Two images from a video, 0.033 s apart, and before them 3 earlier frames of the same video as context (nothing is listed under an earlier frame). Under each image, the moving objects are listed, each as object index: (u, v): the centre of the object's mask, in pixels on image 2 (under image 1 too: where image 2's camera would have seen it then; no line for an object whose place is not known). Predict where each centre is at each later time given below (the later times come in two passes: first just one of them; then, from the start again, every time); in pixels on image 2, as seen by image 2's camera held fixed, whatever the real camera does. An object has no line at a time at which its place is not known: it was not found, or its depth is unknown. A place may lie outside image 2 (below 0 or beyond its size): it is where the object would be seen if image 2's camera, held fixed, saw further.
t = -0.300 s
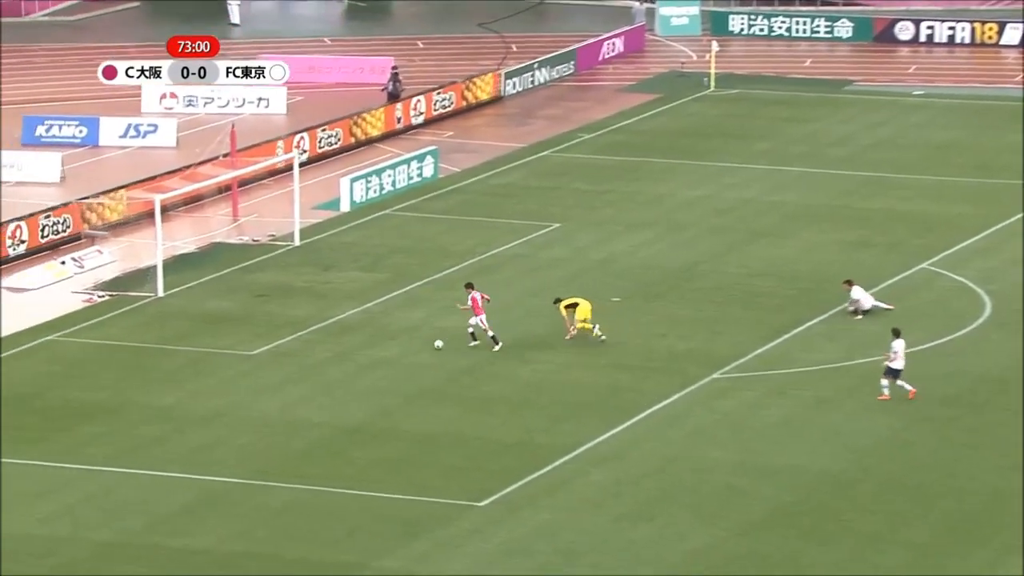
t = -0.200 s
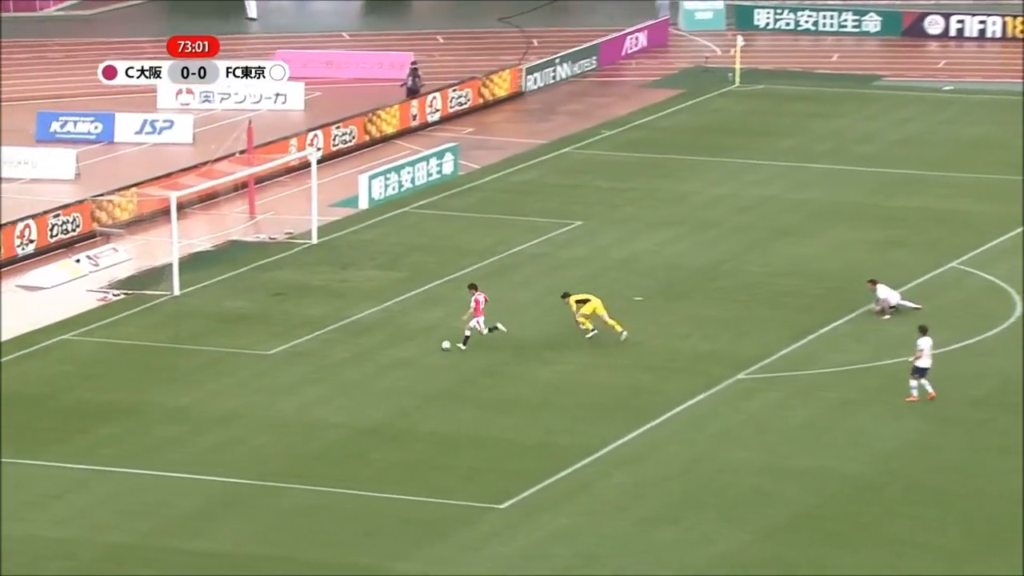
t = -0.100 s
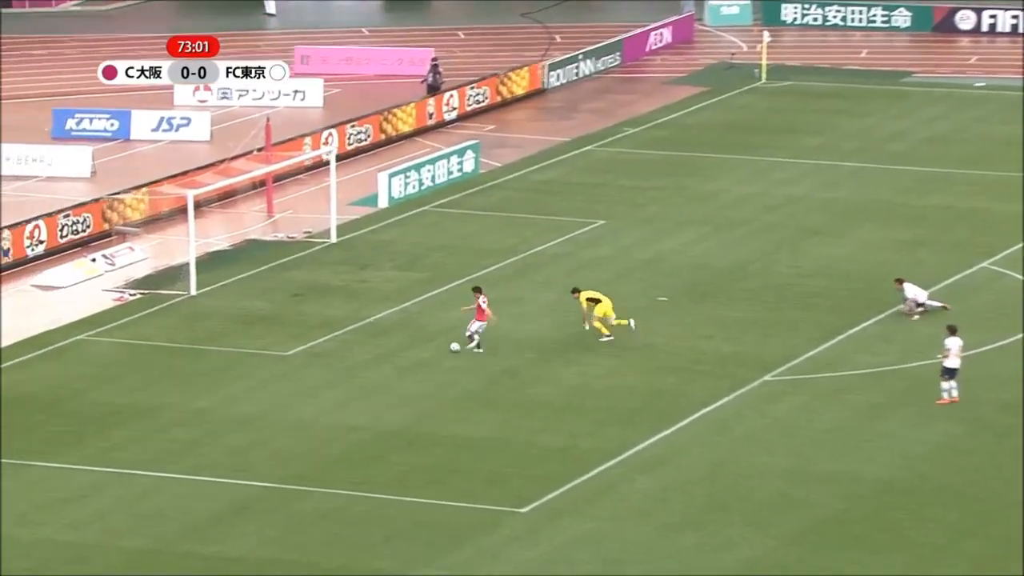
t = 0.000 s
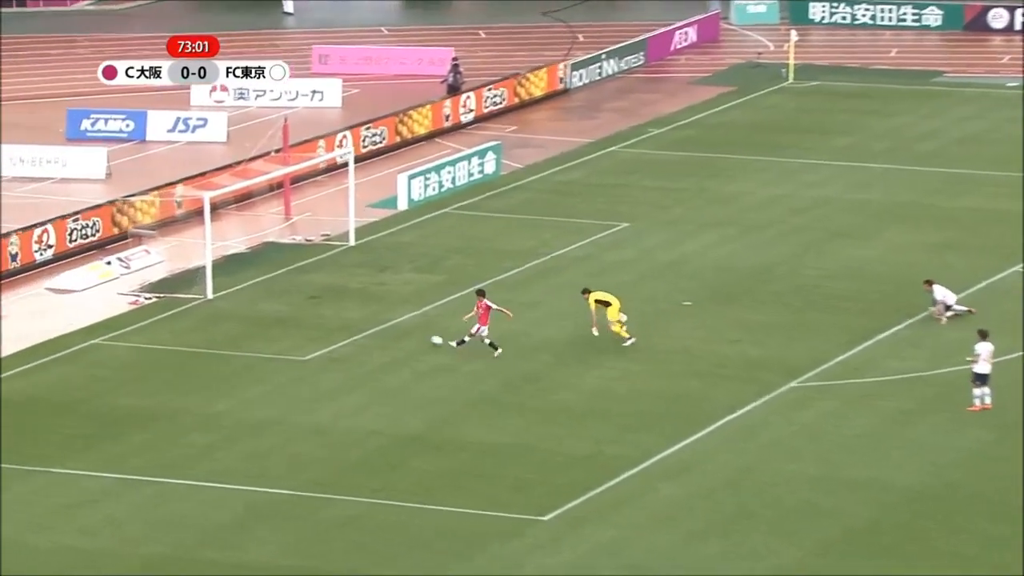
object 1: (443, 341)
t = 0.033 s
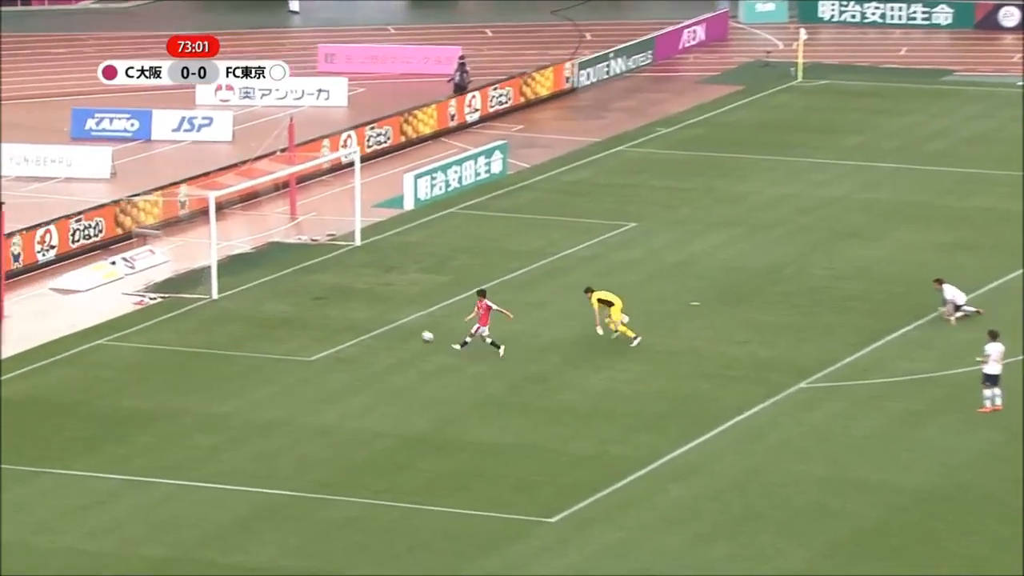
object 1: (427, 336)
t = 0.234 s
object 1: (346, 307)
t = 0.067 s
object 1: (411, 331)
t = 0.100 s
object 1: (398, 327)
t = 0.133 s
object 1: (384, 321)
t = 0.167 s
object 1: (371, 316)
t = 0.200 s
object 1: (358, 311)
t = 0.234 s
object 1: (346, 307)
